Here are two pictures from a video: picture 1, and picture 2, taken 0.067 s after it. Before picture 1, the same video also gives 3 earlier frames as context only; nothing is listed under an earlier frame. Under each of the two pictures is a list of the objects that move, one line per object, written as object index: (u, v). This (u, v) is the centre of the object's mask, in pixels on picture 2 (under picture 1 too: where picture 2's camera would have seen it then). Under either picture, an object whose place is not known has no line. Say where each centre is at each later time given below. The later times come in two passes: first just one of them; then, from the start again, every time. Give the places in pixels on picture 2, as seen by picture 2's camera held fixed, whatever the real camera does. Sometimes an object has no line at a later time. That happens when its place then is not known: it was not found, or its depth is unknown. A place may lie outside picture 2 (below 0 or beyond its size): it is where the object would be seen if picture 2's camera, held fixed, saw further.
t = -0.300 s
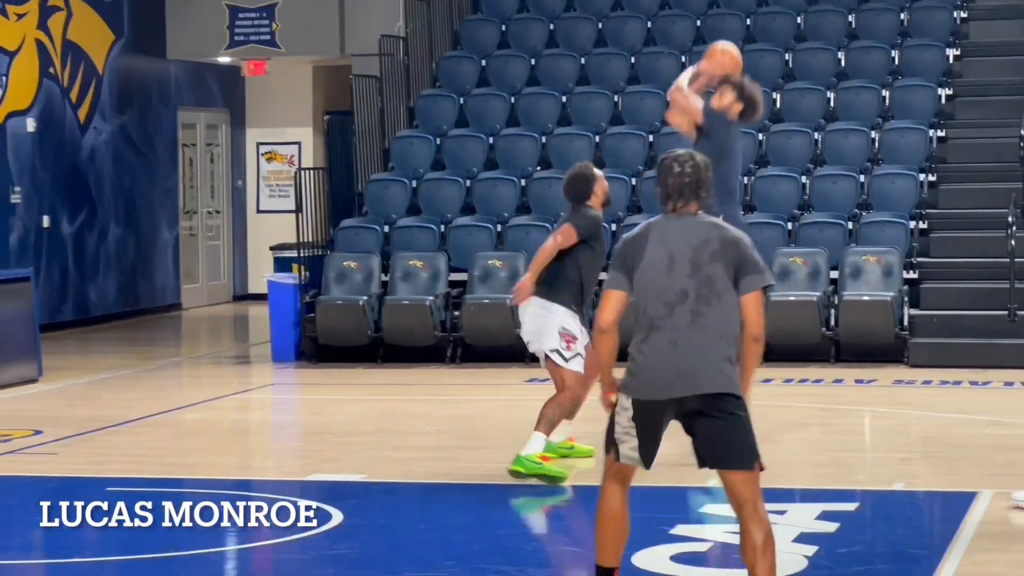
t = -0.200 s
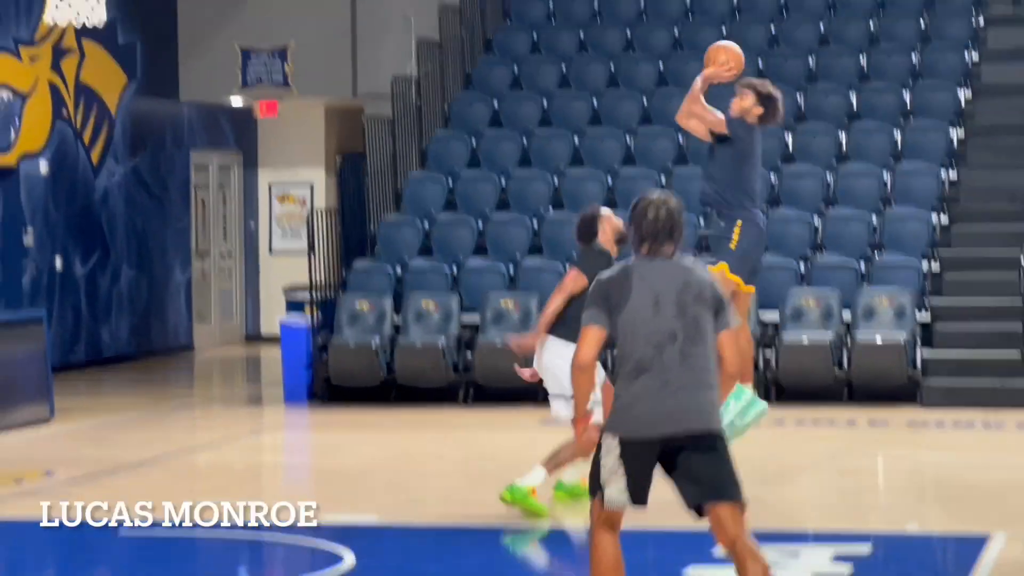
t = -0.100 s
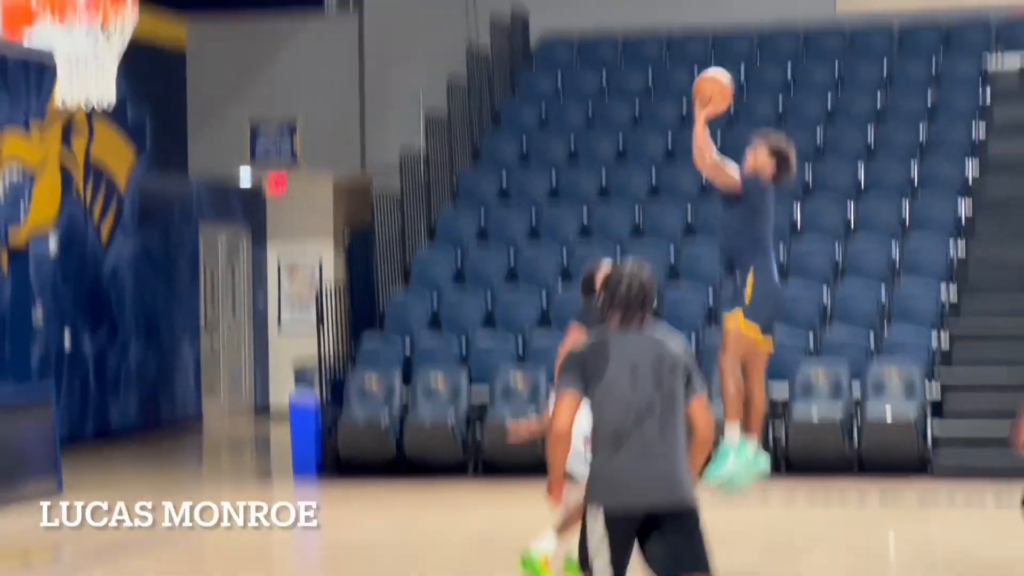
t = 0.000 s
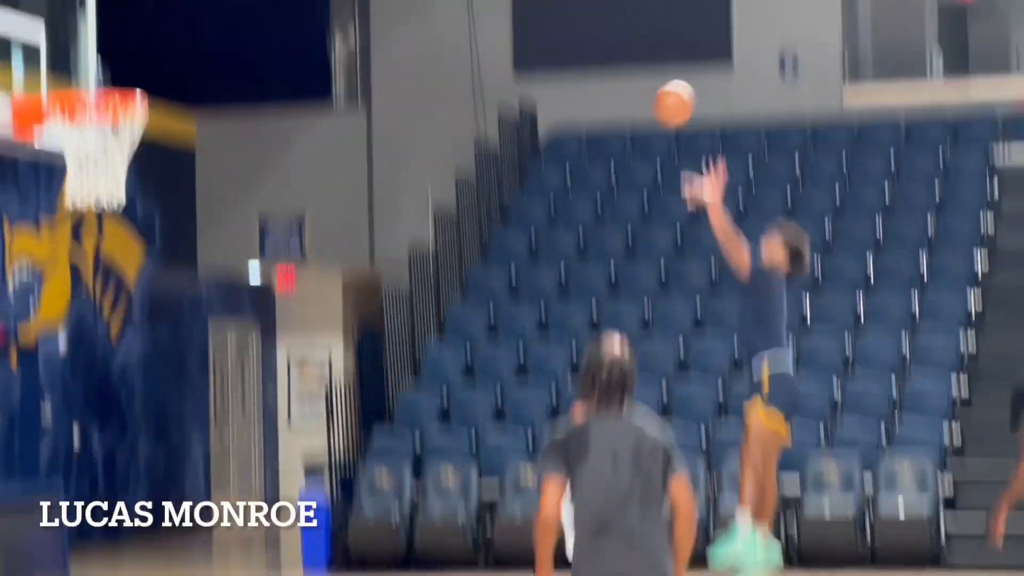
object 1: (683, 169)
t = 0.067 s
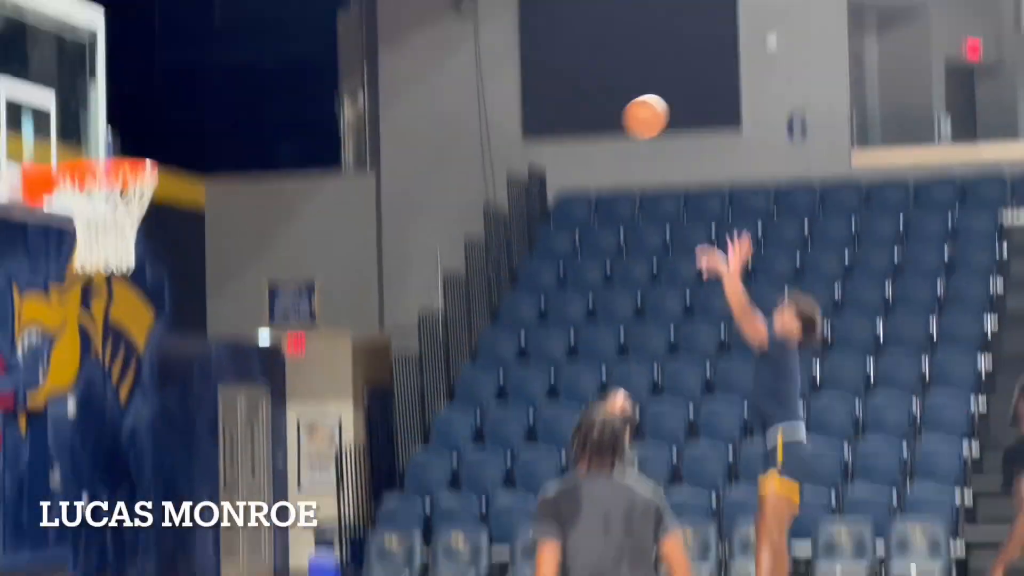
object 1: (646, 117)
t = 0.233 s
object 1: (555, 16)
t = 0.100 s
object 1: (628, 93)
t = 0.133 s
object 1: (610, 71)
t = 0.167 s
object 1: (591, 51)
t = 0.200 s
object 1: (573, 33)
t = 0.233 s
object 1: (555, 16)
